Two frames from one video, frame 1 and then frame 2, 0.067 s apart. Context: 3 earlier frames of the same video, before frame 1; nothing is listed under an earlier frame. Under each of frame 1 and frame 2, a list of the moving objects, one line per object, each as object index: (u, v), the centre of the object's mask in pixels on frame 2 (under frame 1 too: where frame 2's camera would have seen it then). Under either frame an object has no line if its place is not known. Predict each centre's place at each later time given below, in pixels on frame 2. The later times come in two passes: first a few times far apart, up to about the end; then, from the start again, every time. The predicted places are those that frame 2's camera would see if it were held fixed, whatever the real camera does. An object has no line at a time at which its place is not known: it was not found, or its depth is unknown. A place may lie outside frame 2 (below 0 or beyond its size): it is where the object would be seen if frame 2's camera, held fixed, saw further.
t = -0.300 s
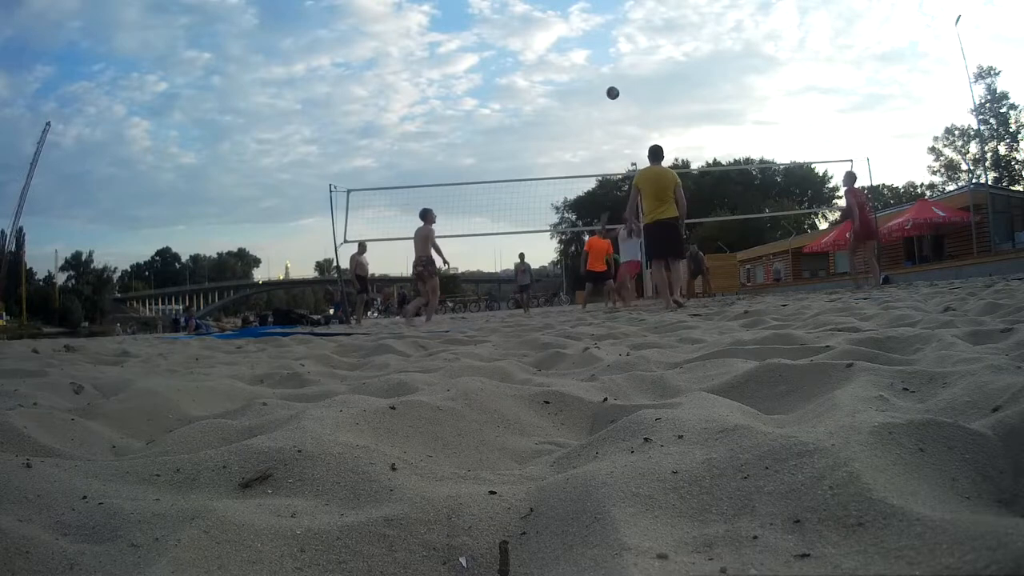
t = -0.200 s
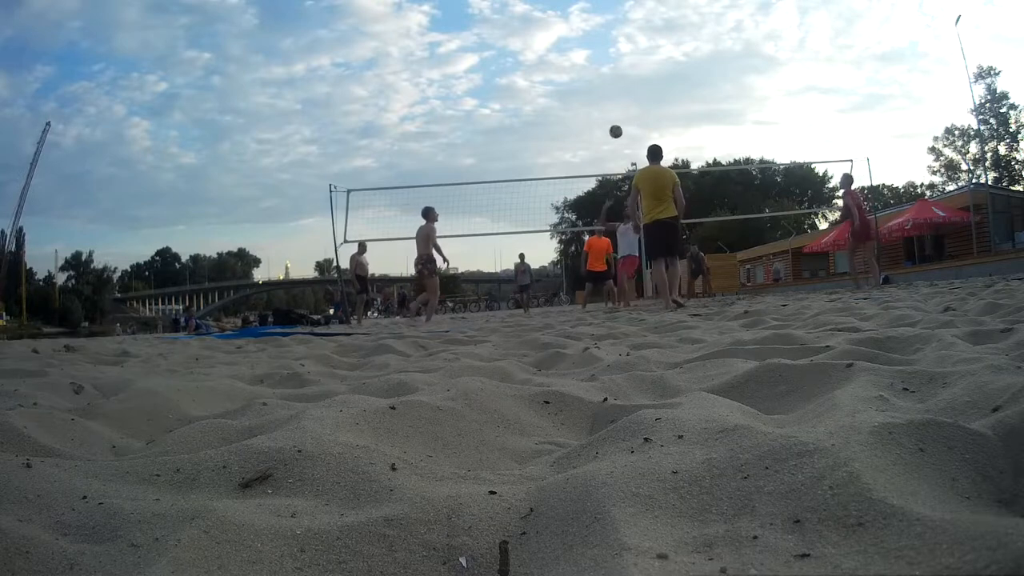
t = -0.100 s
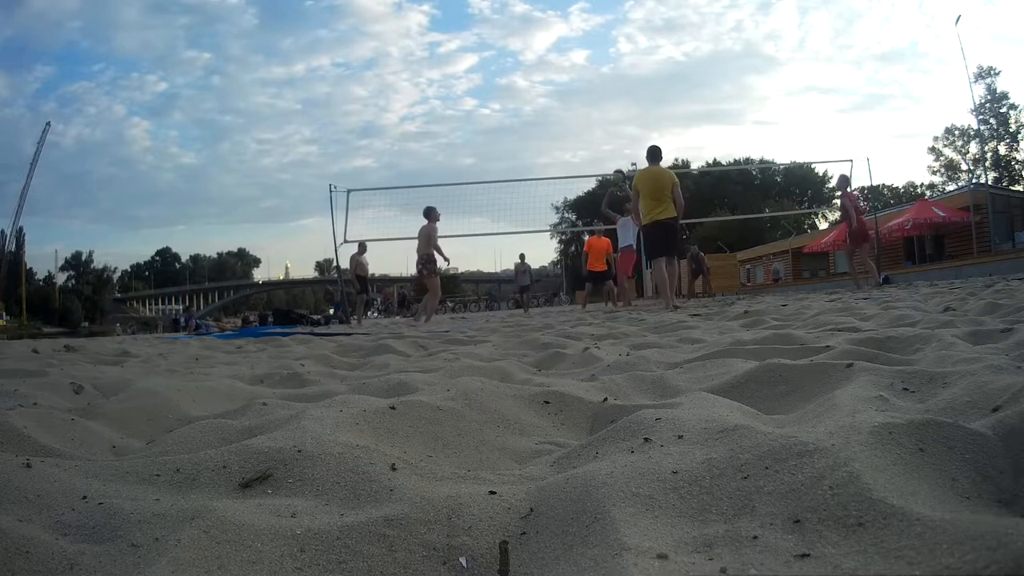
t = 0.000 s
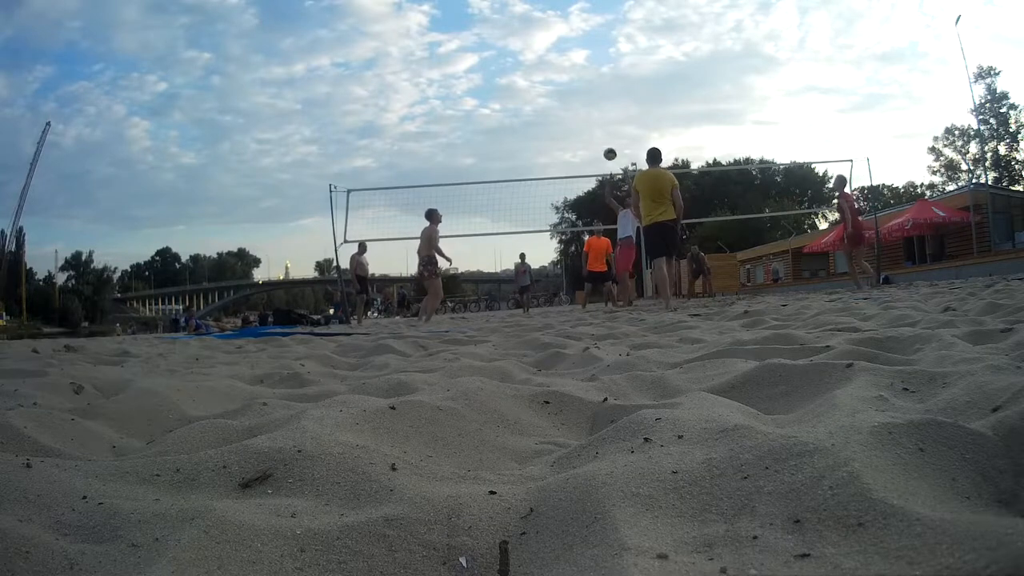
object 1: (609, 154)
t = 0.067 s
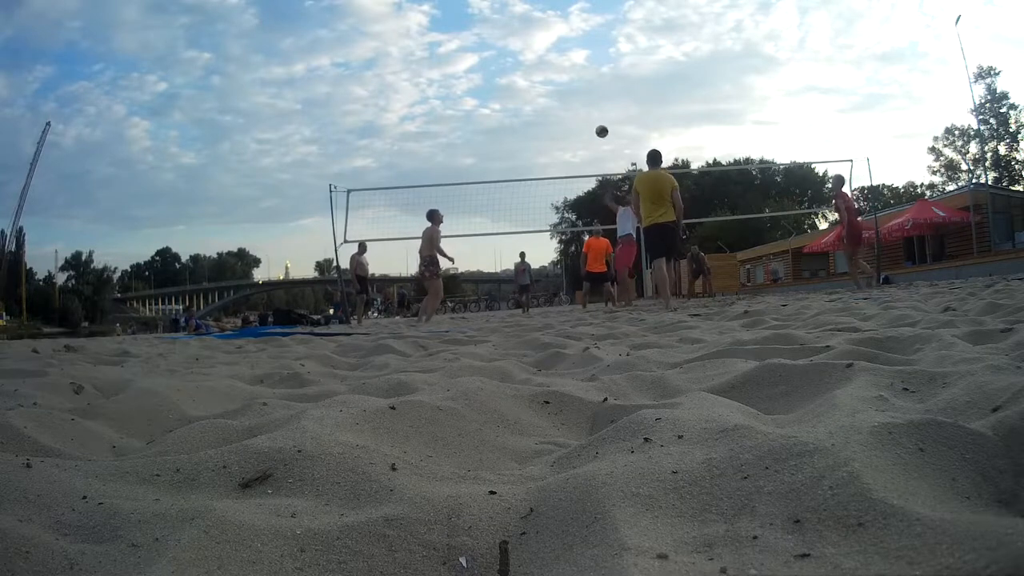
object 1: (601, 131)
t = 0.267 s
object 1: (578, 81)
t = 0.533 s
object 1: (551, 52)
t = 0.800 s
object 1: (525, 63)
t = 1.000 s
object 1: (508, 98)
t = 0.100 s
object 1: (597, 121)
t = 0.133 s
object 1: (593, 112)
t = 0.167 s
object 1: (589, 103)
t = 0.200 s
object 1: (586, 95)
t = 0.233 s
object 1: (582, 88)
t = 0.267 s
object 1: (578, 81)
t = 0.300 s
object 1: (574, 75)
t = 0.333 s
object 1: (571, 70)
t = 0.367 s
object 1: (567, 65)
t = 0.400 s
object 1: (564, 61)
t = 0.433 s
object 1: (560, 58)
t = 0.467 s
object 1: (557, 55)
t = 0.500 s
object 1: (554, 53)
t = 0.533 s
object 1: (551, 52)
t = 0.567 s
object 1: (547, 51)
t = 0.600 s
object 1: (544, 51)
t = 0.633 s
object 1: (541, 51)
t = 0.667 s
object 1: (538, 52)
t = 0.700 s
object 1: (535, 54)
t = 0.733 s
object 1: (532, 56)
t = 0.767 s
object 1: (528, 59)
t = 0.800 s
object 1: (525, 63)
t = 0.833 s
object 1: (522, 67)
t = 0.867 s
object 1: (520, 72)
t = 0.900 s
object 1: (517, 77)
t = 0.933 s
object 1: (514, 84)
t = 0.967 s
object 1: (511, 91)
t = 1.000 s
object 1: (508, 98)
